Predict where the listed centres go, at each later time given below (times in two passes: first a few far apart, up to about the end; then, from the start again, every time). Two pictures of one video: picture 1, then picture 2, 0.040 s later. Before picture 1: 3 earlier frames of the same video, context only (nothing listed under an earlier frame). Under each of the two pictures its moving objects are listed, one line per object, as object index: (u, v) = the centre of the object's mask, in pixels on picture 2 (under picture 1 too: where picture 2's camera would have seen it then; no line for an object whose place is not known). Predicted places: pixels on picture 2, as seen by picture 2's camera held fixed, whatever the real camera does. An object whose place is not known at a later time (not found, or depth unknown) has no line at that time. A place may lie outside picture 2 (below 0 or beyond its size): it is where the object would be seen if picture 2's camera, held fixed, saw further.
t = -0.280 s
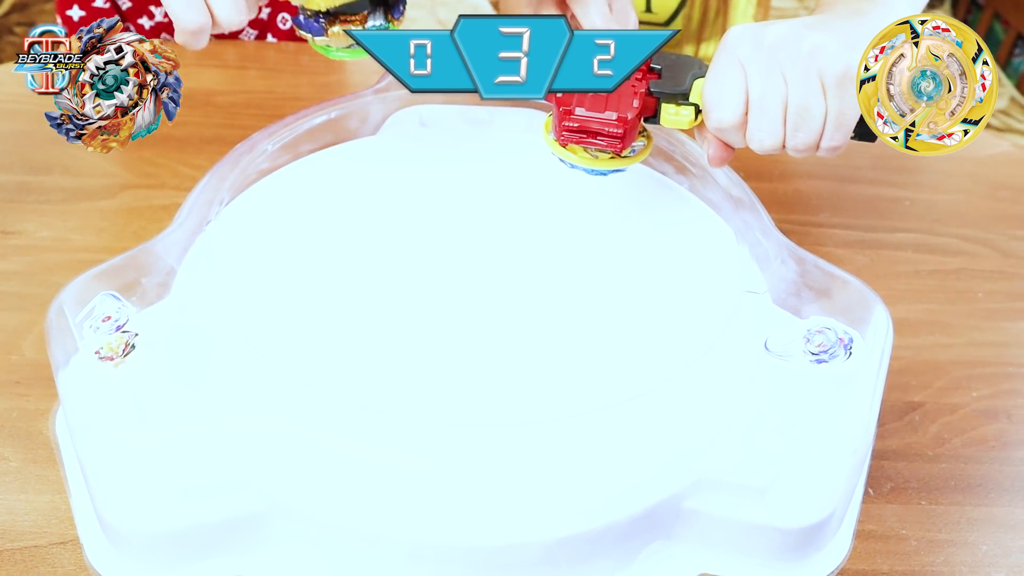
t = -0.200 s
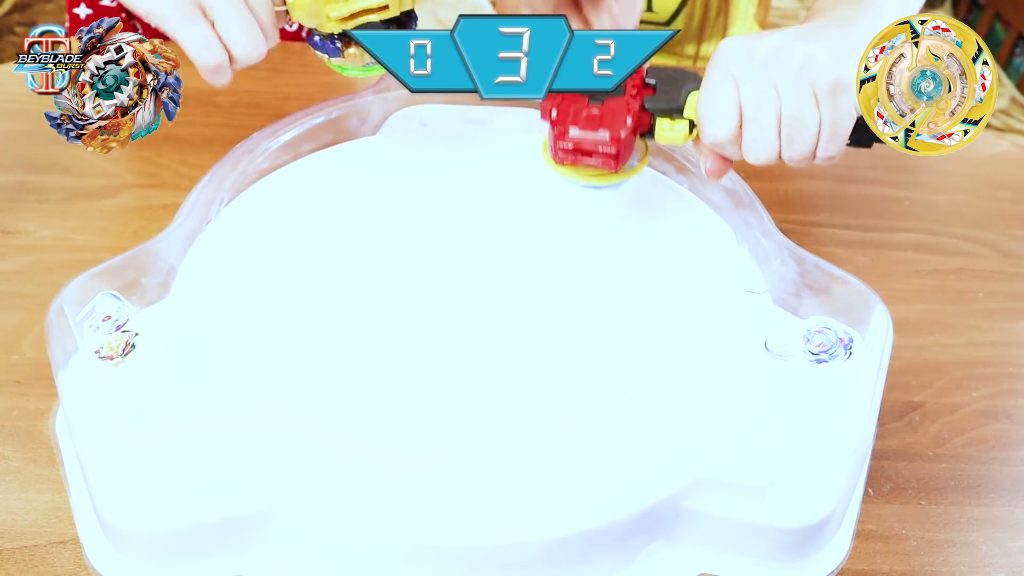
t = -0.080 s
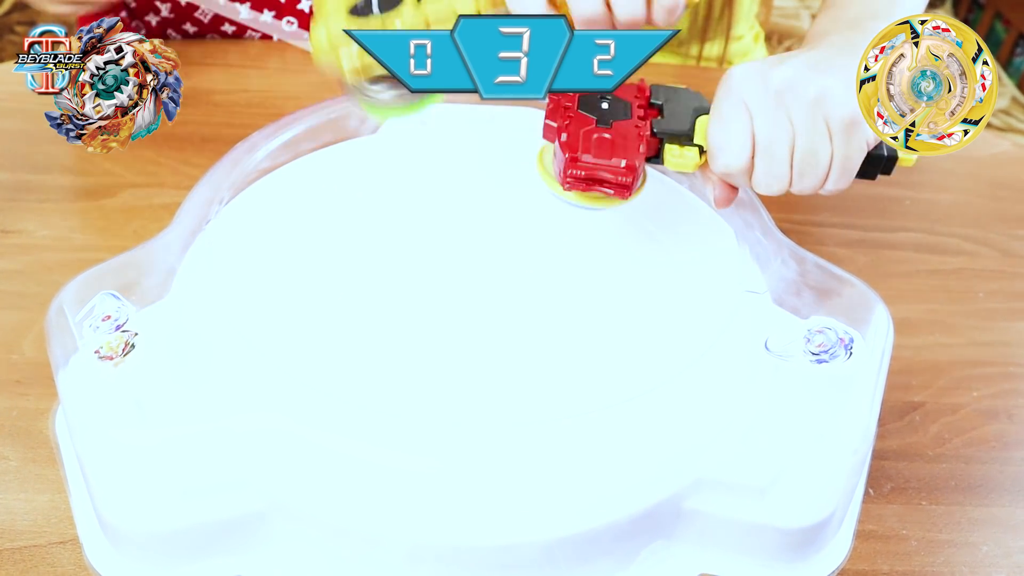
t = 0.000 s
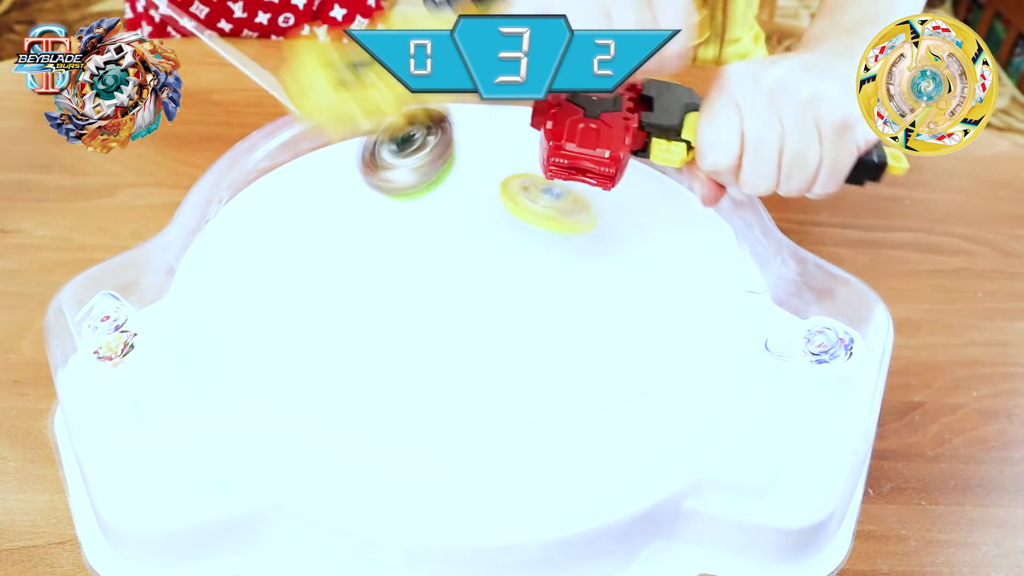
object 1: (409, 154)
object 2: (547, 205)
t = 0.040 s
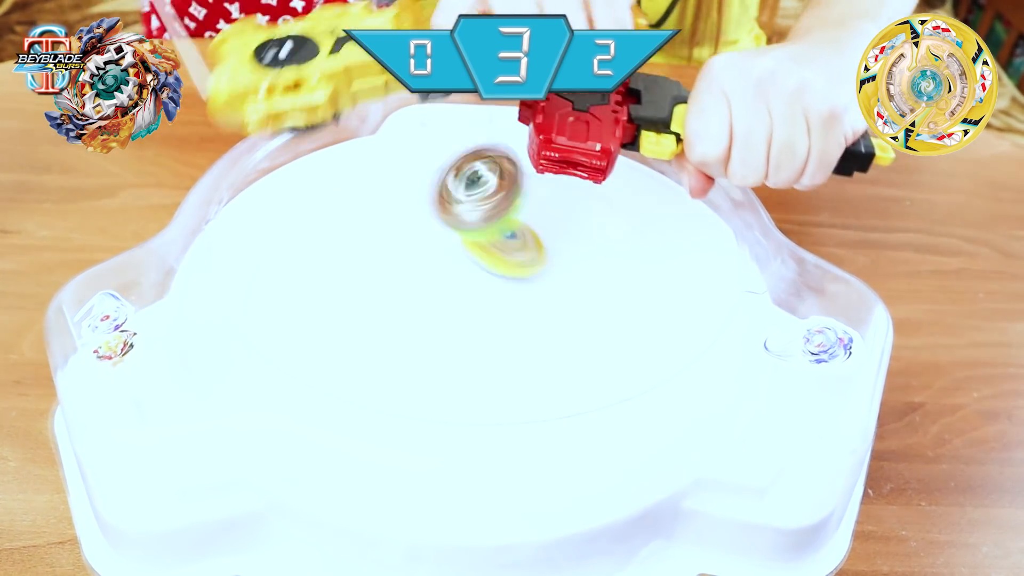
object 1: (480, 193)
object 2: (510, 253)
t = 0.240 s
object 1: (655, 179)
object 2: (333, 185)
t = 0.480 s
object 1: (544, 242)
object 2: (312, 239)
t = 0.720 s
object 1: (416, 230)
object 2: (330, 264)
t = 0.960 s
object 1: (384, 181)
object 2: (367, 293)
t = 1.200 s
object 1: (387, 182)
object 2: (417, 318)
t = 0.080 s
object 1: (543, 210)
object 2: (461, 220)
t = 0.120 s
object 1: (606, 223)
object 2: (430, 202)
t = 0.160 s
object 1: (637, 184)
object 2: (393, 200)
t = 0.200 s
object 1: (654, 169)
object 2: (359, 190)
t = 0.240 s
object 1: (655, 179)
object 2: (333, 185)
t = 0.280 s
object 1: (645, 172)
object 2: (314, 188)
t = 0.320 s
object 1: (632, 190)
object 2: (309, 200)
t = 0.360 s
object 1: (612, 204)
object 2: (305, 212)
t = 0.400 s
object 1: (589, 222)
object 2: (306, 222)
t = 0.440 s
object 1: (567, 234)
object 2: (309, 232)
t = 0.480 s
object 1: (544, 242)
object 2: (312, 239)
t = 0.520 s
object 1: (520, 248)
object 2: (317, 244)
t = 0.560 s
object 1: (497, 249)
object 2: (321, 249)
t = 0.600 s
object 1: (473, 249)
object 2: (324, 252)
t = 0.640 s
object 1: (450, 246)
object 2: (329, 255)
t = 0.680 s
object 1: (428, 240)
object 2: (333, 258)
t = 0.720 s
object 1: (416, 230)
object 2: (330, 264)
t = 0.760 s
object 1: (406, 219)
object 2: (334, 270)
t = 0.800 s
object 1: (398, 208)
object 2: (338, 274)
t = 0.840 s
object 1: (392, 199)
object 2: (345, 279)
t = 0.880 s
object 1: (388, 192)
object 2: (351, 285)
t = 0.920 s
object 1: (386, 186)
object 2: (359, 288)
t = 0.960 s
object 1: (384, 181)
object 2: (367, 293)
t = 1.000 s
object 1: (384, 180)
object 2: (374, 297)
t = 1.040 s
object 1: (384, 177)
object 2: (382, 301)
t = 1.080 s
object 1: (384, 177)
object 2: (391, 306)
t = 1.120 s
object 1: (385, 178)
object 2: (399, 310)
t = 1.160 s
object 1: (386, 179)
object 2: (408, 313)
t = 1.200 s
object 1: (387, 182)
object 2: (417, 318)
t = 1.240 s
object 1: (390, 186)
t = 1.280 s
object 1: (392, 188)
